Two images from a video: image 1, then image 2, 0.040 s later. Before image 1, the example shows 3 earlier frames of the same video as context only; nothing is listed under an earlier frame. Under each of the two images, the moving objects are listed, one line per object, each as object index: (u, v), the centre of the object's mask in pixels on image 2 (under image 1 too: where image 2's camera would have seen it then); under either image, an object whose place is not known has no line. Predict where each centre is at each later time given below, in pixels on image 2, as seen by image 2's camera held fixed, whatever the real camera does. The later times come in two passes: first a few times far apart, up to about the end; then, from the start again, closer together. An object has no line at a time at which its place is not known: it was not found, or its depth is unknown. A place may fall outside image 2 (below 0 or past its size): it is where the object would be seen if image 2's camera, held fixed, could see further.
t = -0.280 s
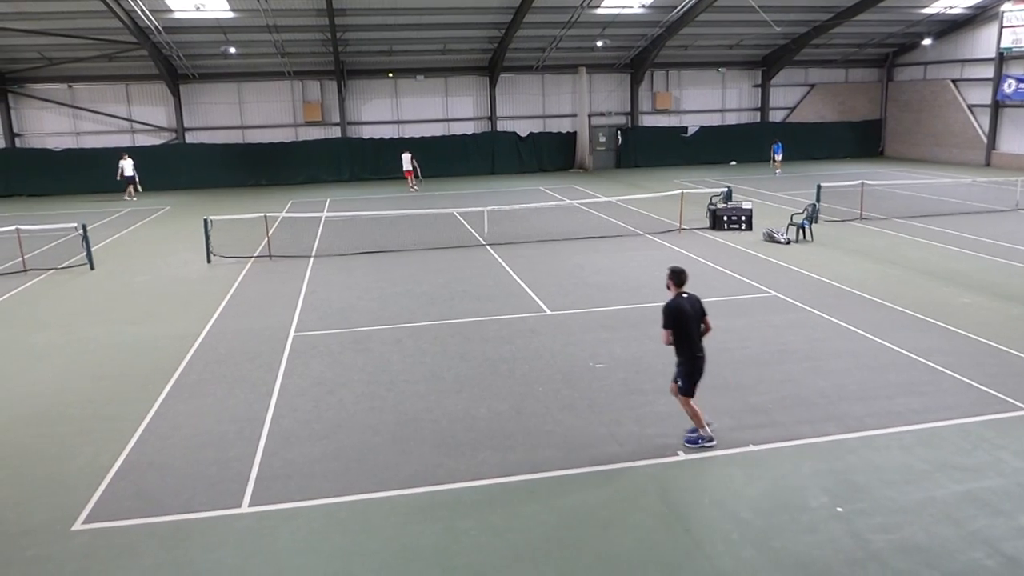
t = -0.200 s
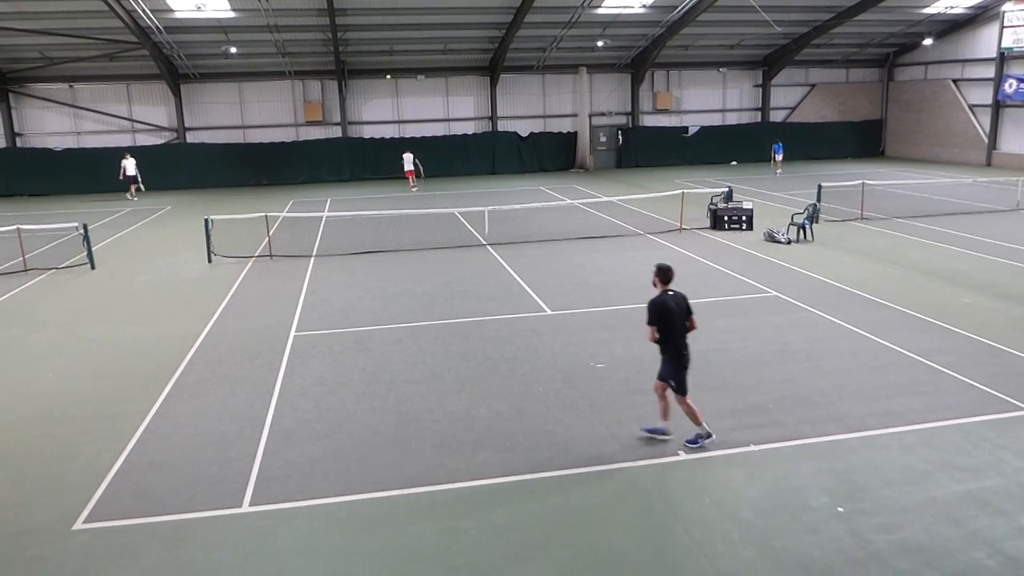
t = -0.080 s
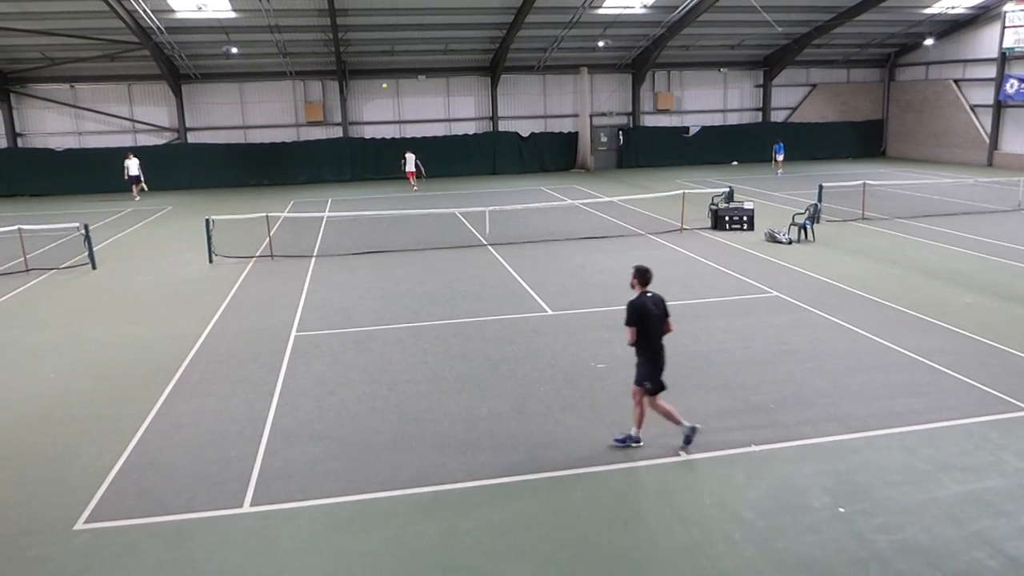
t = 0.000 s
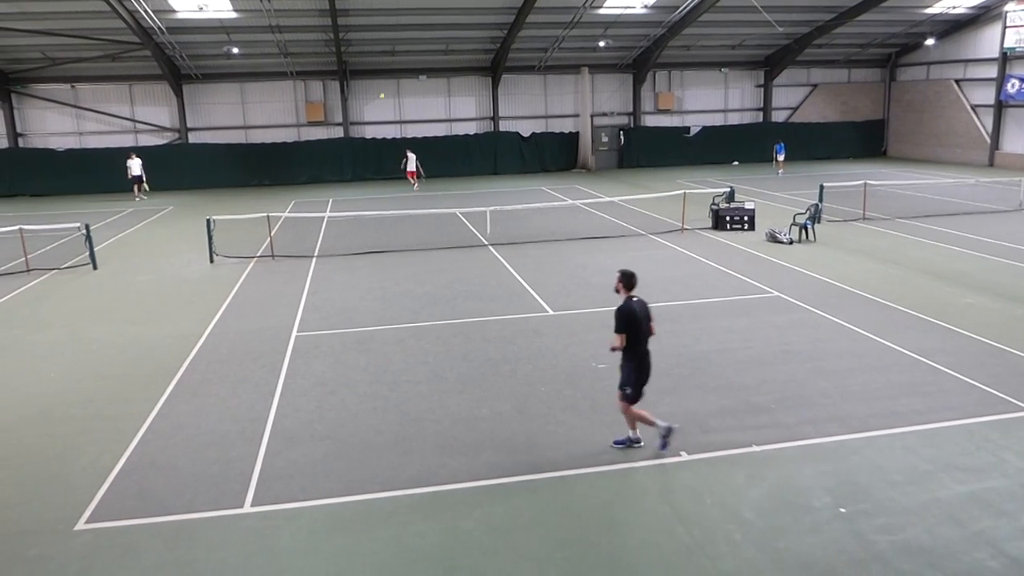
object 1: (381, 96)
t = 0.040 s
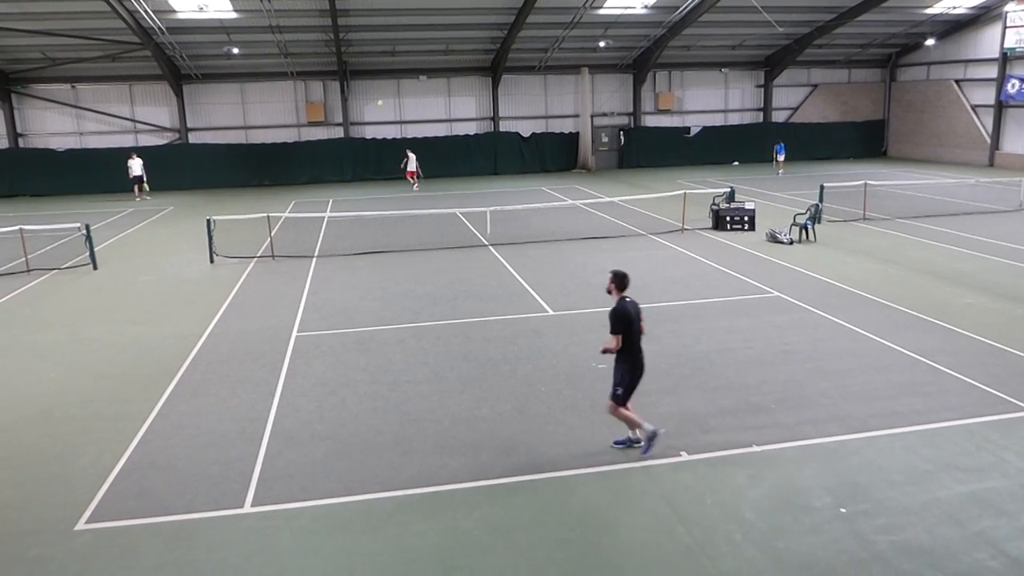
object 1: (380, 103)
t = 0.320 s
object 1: (364, 187)
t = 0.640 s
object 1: (341, 396)
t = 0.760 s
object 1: (325, 355)
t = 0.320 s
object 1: (364, 187)
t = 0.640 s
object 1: (341, 396)
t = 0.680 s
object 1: (336, 382)
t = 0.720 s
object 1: (331, 368)
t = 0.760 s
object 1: (325, 355)
